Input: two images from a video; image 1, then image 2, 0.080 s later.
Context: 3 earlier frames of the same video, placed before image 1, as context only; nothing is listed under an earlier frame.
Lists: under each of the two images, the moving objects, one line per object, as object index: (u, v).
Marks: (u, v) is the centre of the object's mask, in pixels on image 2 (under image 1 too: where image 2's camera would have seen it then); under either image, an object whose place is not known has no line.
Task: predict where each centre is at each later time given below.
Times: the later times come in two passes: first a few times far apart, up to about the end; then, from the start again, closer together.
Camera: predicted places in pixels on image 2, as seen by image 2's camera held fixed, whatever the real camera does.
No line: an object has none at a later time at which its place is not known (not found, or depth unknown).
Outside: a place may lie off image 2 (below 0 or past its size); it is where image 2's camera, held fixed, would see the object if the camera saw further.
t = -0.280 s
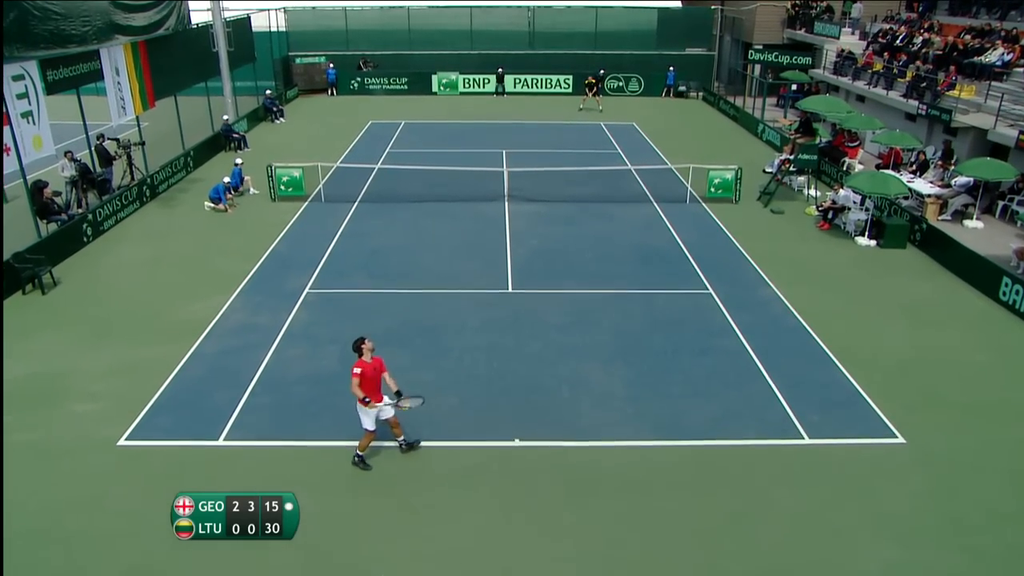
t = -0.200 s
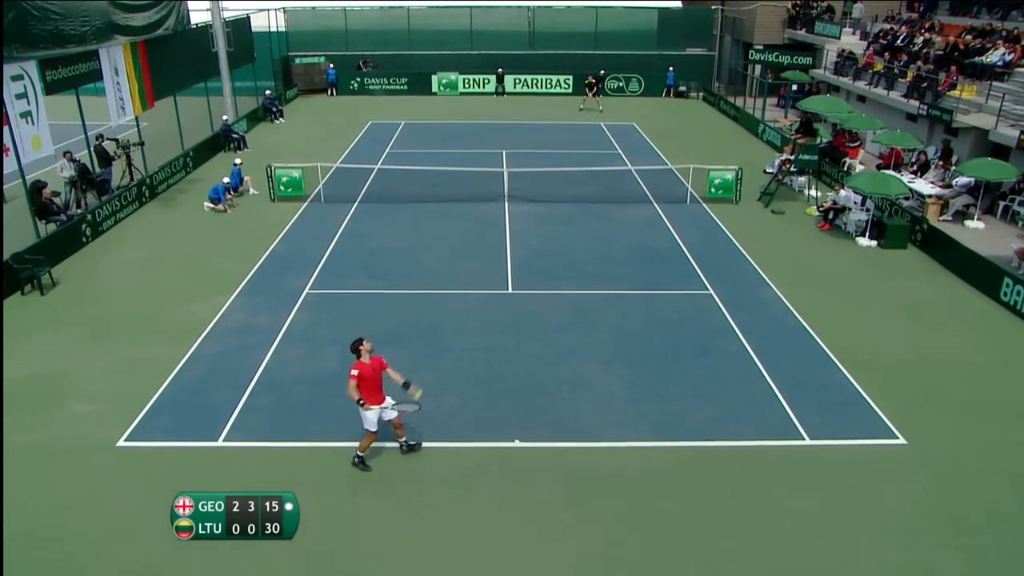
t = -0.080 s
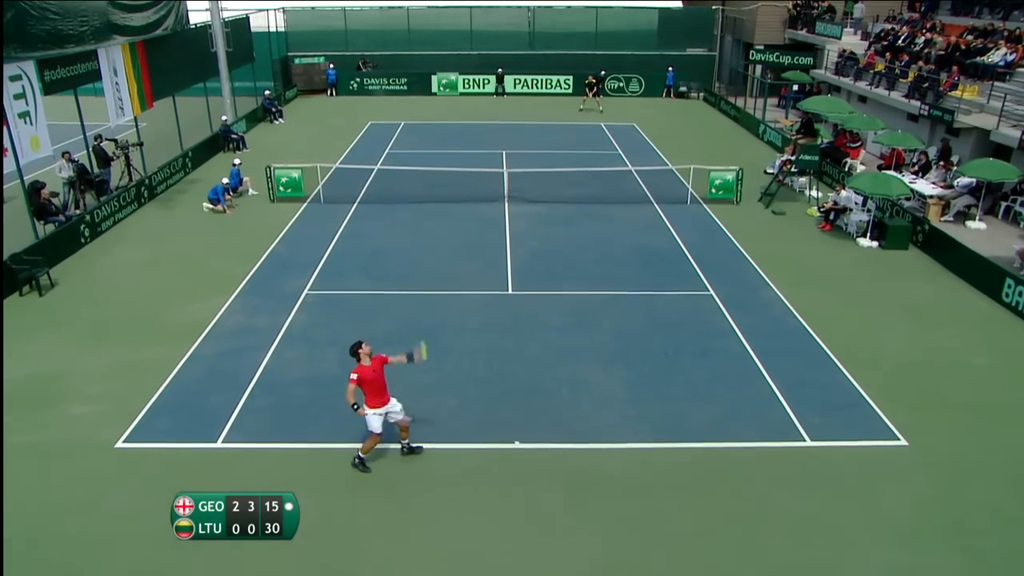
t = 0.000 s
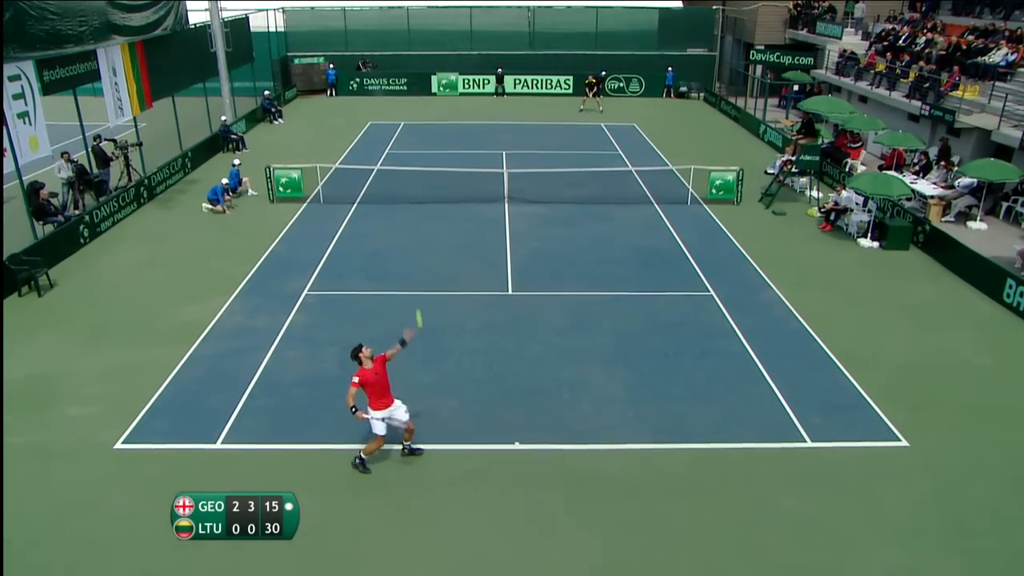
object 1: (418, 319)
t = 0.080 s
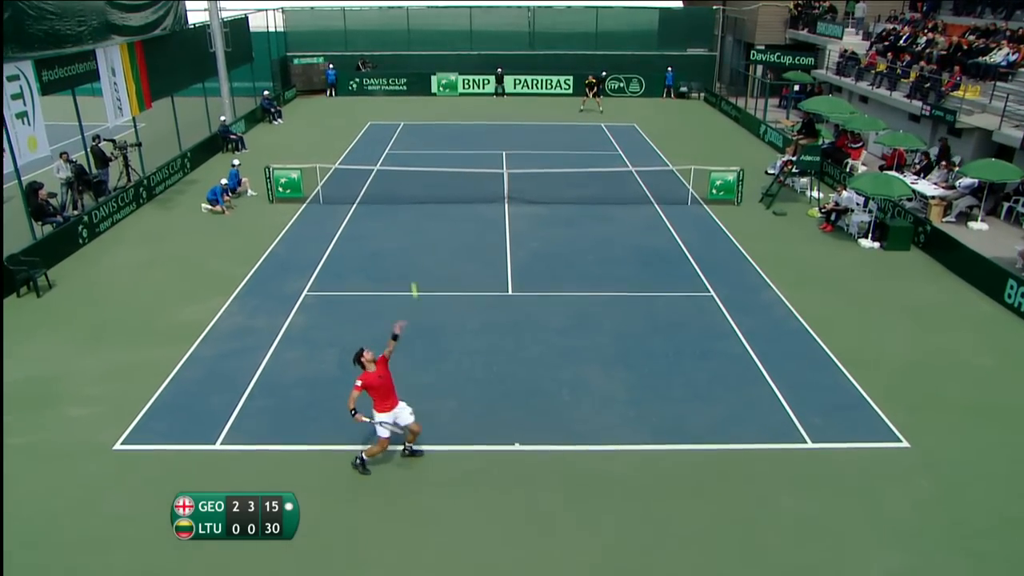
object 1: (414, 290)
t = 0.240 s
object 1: (407, 248)
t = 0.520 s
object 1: (396, 221)
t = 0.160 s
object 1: (410, 266)
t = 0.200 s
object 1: (409, 256)
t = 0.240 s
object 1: (407, 248)
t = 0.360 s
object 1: (403, 228)
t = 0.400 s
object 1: (401, 225)
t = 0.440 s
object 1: (399, 222)
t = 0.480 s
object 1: (398, 221)
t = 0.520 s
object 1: (396, 221)
